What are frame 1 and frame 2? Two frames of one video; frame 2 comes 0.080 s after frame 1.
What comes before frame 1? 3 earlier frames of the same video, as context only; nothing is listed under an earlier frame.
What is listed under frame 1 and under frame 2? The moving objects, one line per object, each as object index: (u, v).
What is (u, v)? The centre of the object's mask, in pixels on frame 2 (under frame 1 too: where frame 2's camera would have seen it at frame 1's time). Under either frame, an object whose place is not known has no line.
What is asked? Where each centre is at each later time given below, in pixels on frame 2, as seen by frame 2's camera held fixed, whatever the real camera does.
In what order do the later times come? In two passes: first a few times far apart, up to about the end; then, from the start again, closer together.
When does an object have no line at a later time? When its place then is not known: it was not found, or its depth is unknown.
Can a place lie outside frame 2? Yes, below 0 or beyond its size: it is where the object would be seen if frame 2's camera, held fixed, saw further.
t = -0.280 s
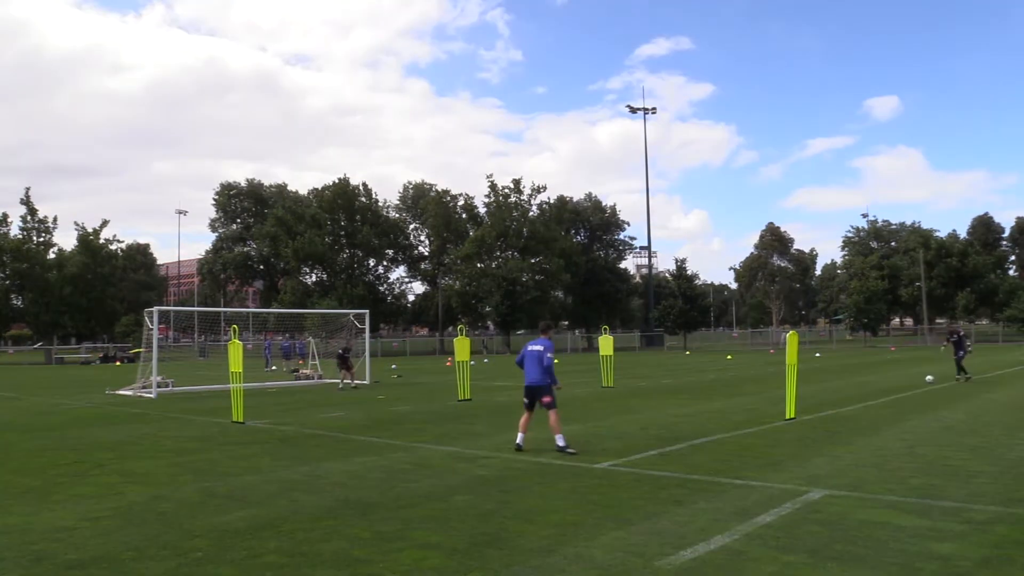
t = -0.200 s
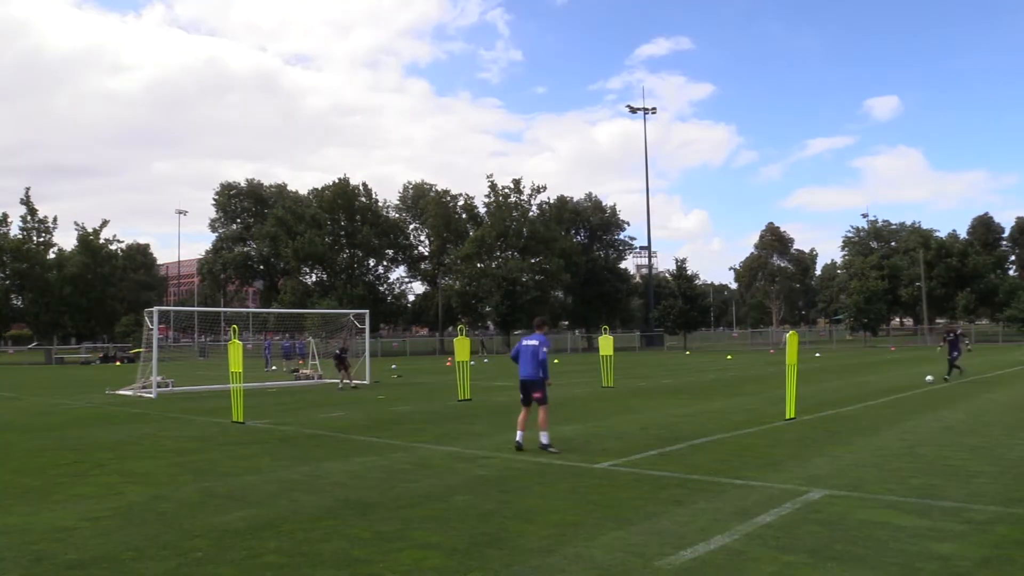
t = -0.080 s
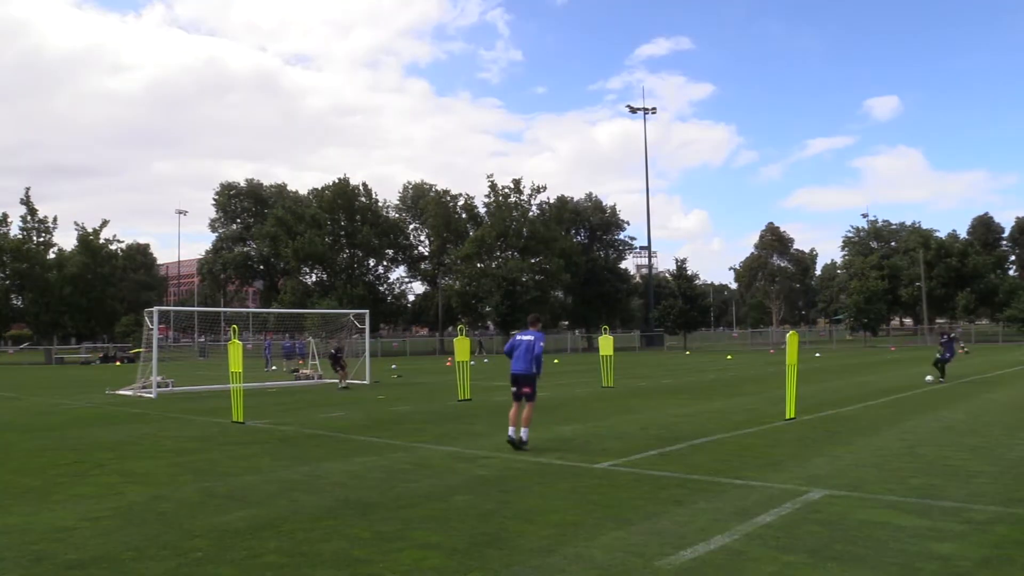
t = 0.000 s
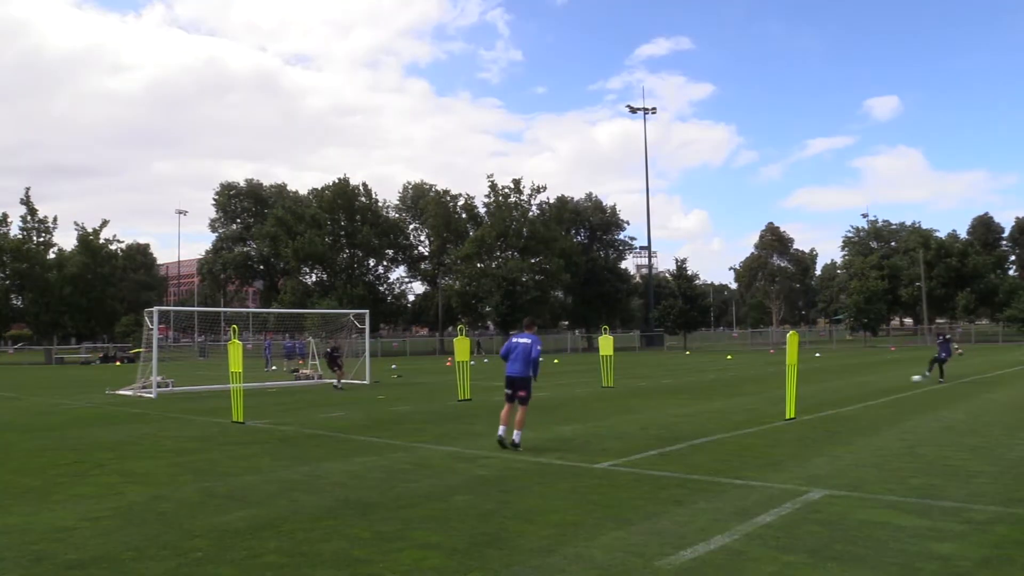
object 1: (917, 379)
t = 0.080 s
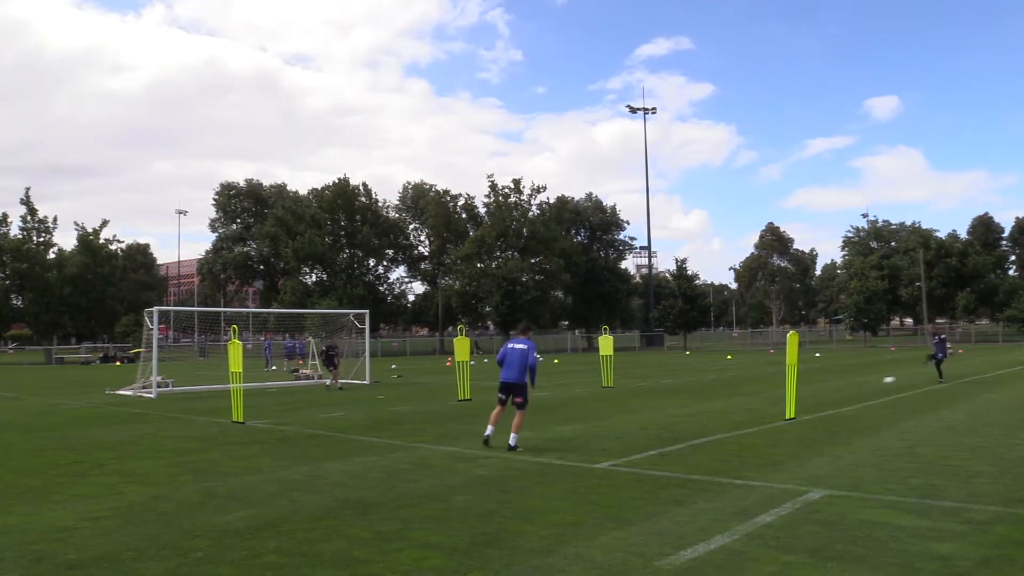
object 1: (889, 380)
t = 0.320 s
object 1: (799, 392)
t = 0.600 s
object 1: (660, 408)
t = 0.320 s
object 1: (799, 392)
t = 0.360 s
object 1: (778, 393)
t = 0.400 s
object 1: (760, 395)
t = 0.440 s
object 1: (742, 398)
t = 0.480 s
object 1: (722, 401)
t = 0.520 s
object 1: (702, 407)
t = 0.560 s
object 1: (681, 408)
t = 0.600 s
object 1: (660, 408)
